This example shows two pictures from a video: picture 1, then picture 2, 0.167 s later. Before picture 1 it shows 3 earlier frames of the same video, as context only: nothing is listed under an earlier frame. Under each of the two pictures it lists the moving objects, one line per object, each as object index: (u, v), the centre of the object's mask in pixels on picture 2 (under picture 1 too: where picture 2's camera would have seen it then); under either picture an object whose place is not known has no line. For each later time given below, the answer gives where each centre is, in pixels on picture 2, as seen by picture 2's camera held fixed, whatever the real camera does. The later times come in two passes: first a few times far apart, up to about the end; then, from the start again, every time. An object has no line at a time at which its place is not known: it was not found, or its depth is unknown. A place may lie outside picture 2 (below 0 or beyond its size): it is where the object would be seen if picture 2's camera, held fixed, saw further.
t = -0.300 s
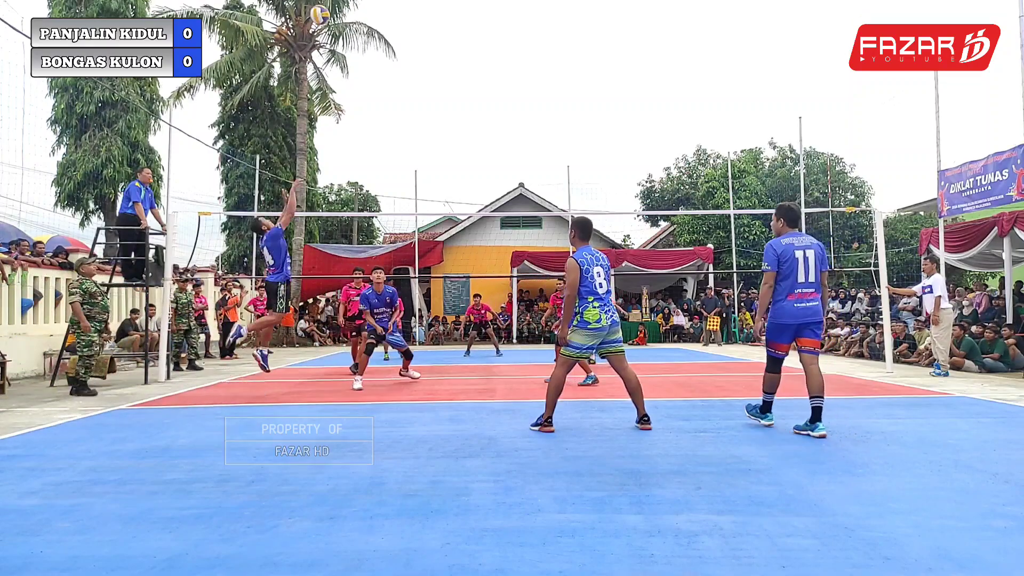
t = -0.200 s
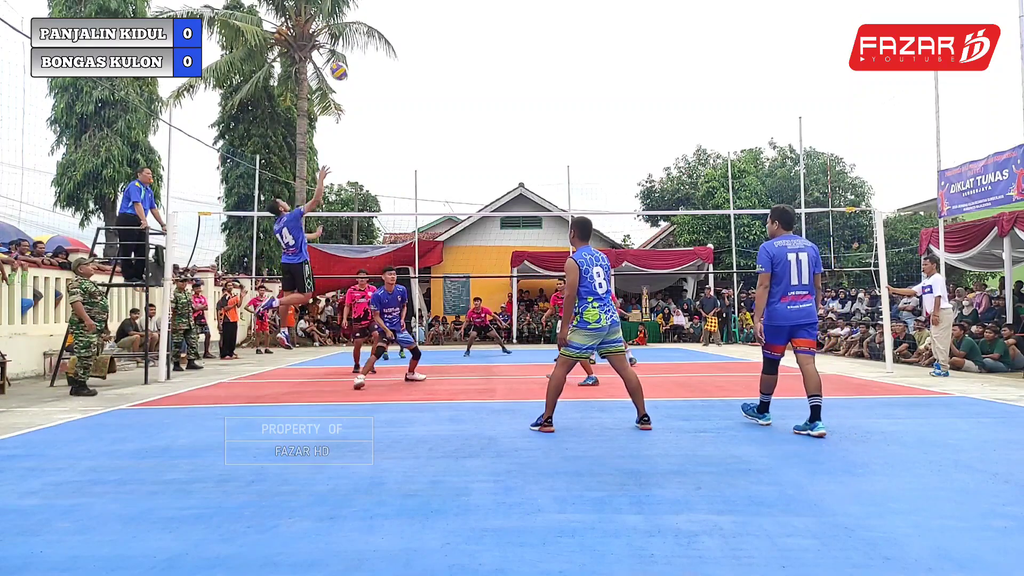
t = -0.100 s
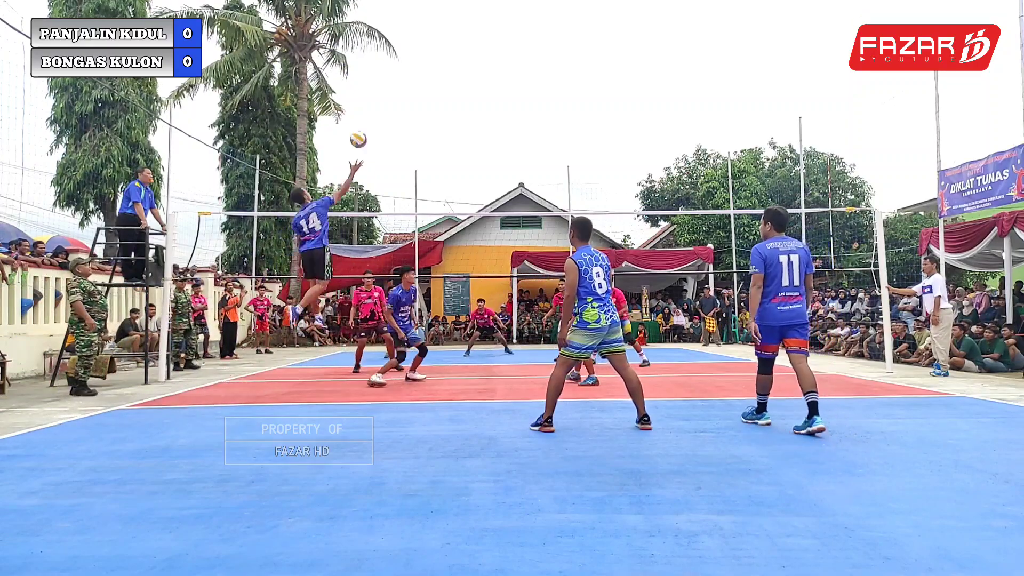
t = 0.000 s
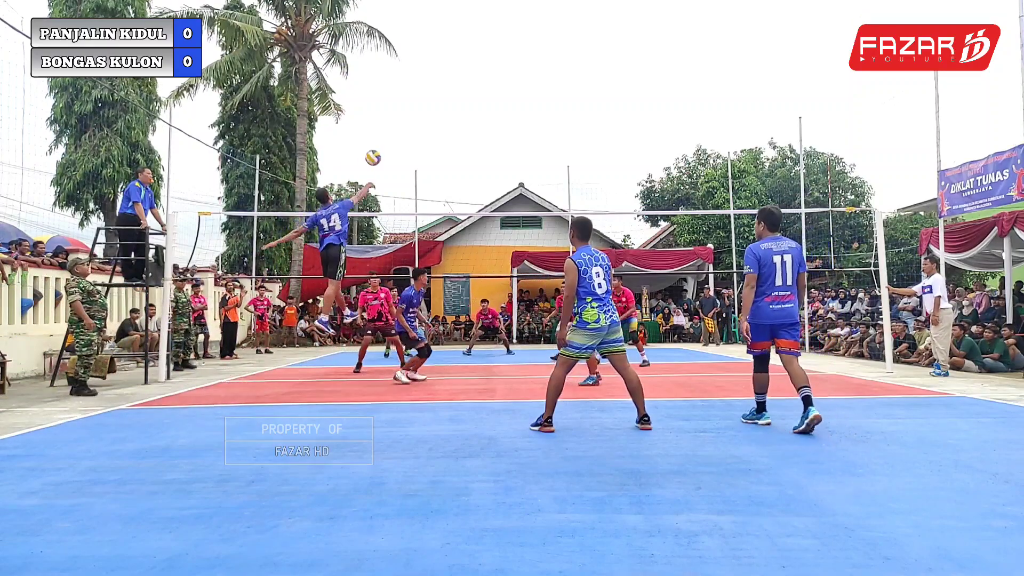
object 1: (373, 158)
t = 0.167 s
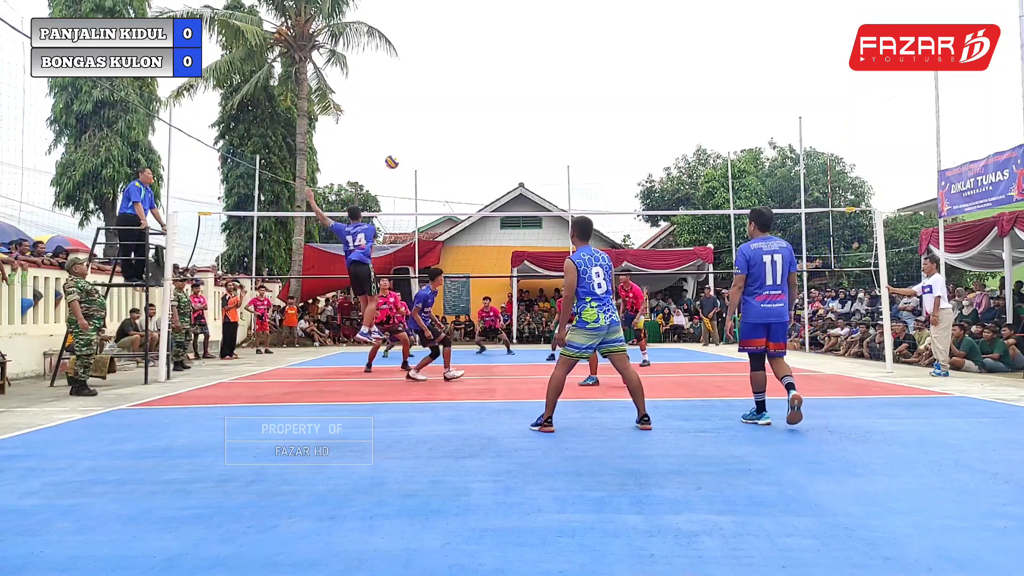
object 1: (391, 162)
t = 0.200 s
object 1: (395, 165)
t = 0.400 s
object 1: (412, 191)
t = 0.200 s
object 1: (395, 165)
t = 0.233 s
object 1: (398, 168)
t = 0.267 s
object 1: (401, 172)
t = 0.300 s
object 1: (404, 176)
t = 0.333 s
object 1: (407, 181)
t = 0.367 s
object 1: (410, 186)
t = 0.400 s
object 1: (412, 191)
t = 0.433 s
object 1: (415, 197)
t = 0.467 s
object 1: (417, 202)
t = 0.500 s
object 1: (419, 208)
